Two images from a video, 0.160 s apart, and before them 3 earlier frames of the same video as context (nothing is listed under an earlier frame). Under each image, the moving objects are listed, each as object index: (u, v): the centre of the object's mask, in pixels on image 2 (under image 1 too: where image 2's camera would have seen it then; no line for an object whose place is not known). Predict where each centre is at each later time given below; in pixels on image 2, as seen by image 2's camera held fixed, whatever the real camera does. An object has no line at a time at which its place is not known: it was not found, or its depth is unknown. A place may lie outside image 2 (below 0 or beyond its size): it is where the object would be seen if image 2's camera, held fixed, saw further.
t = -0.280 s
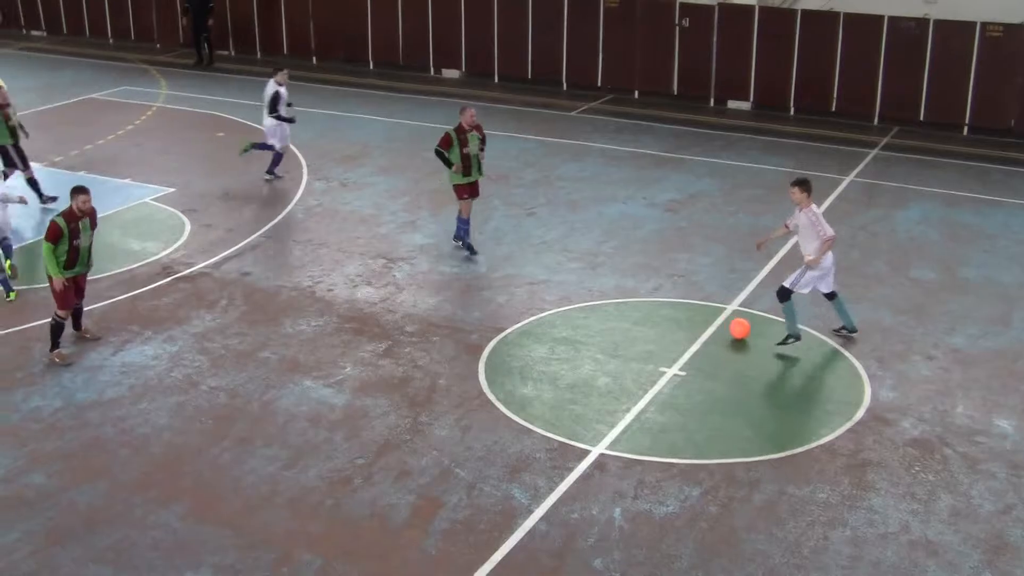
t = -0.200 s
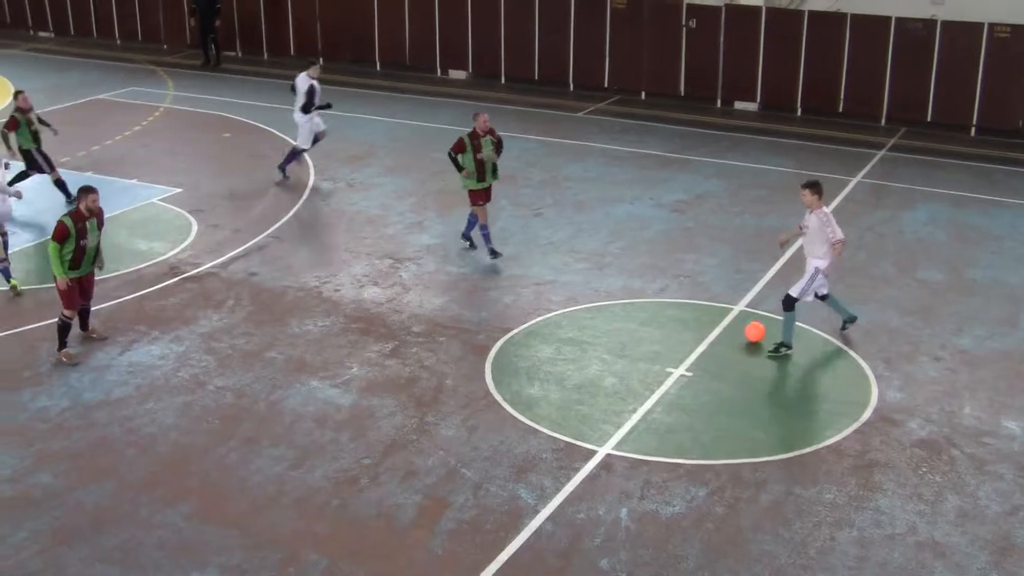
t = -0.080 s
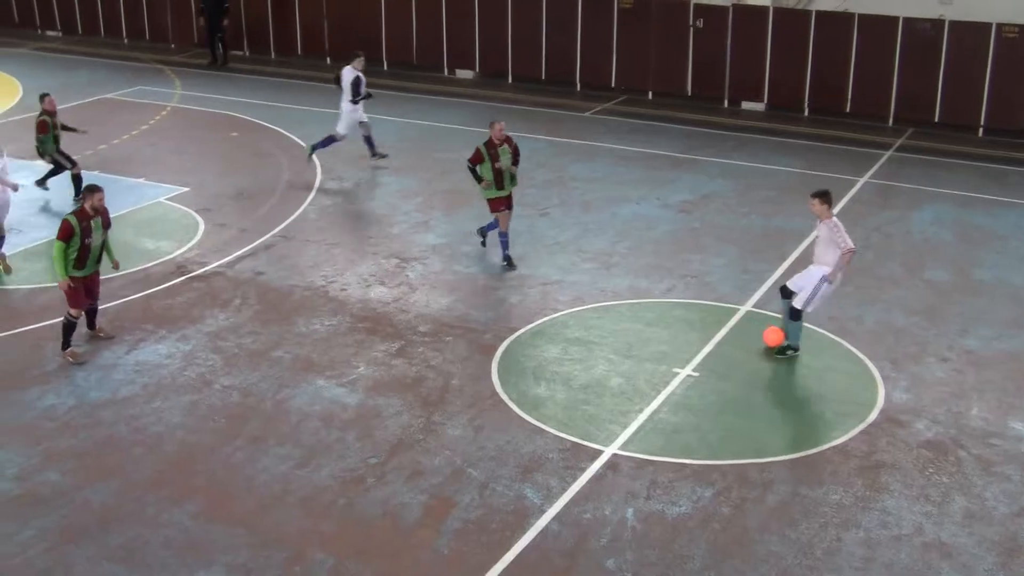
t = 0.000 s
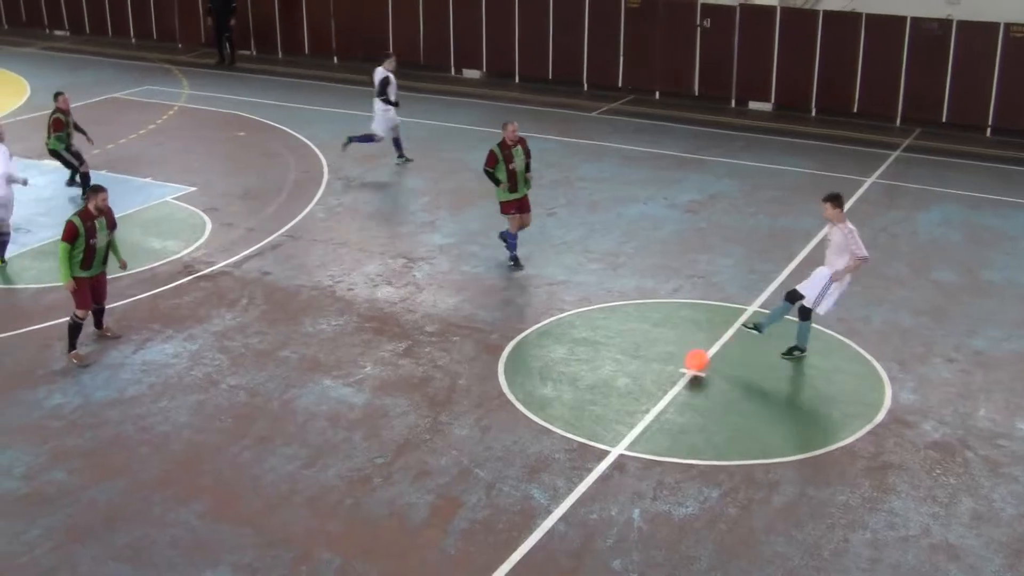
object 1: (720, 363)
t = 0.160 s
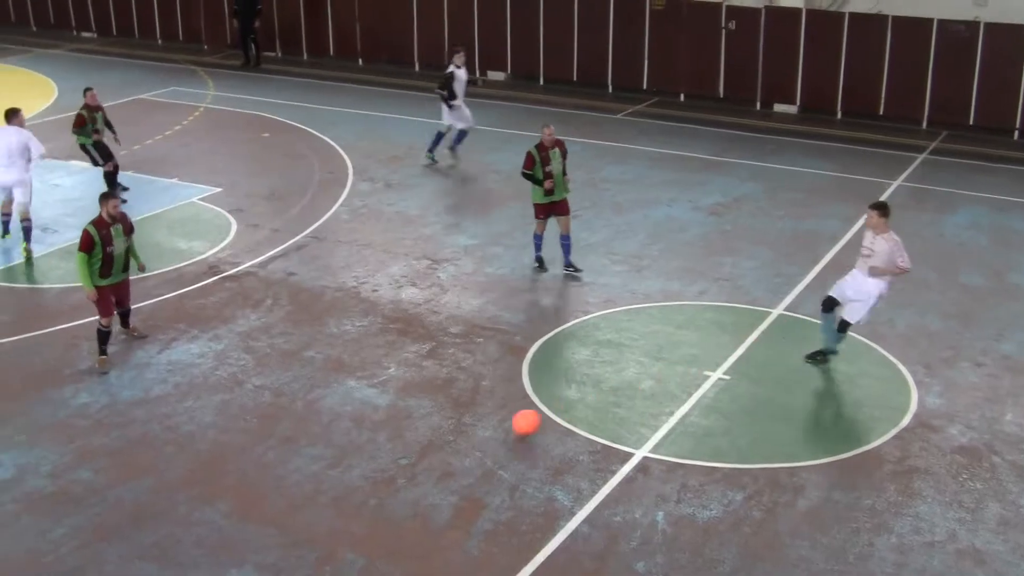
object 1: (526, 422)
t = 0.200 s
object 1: (474, 437)
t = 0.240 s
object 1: (421, 451)
